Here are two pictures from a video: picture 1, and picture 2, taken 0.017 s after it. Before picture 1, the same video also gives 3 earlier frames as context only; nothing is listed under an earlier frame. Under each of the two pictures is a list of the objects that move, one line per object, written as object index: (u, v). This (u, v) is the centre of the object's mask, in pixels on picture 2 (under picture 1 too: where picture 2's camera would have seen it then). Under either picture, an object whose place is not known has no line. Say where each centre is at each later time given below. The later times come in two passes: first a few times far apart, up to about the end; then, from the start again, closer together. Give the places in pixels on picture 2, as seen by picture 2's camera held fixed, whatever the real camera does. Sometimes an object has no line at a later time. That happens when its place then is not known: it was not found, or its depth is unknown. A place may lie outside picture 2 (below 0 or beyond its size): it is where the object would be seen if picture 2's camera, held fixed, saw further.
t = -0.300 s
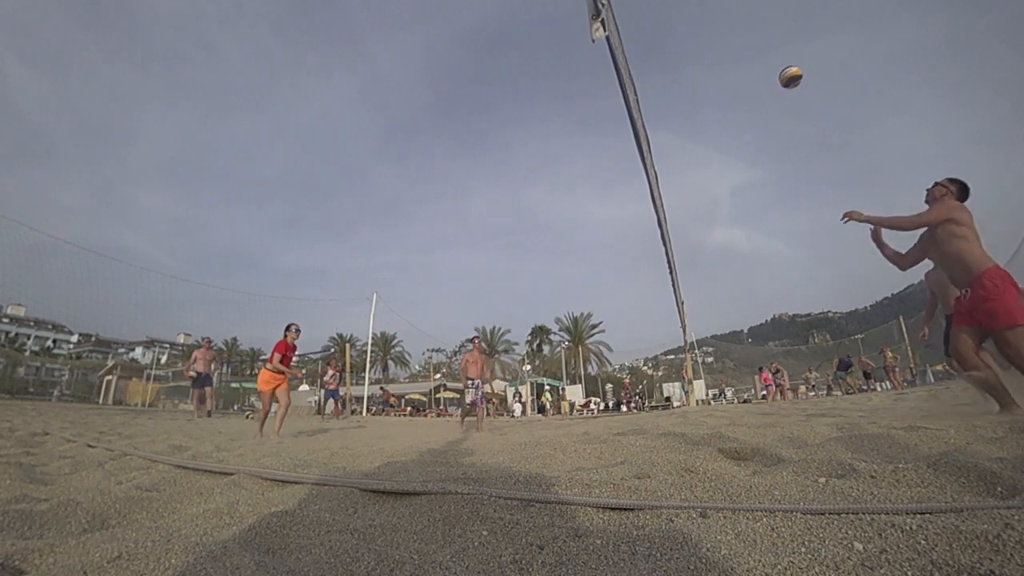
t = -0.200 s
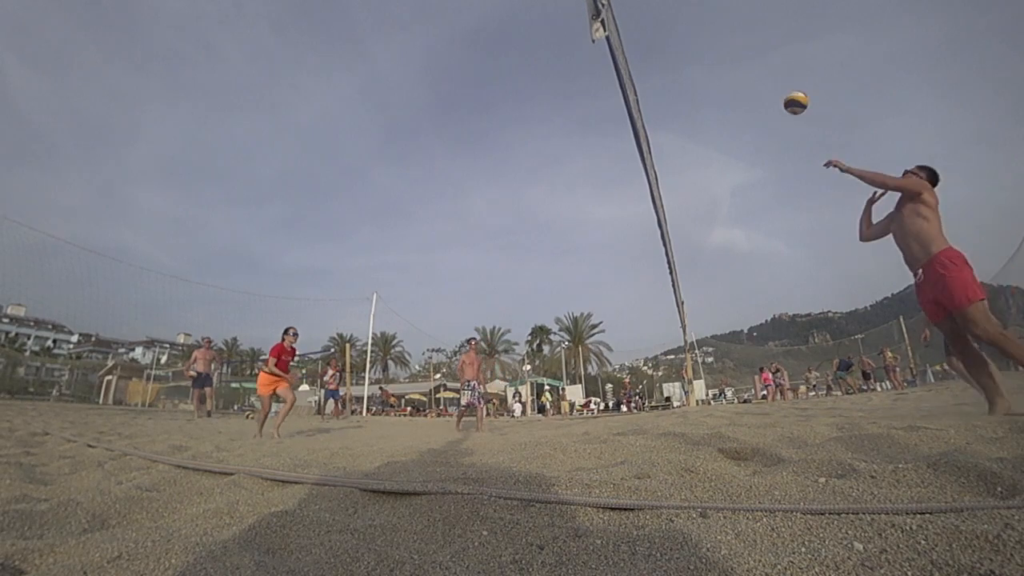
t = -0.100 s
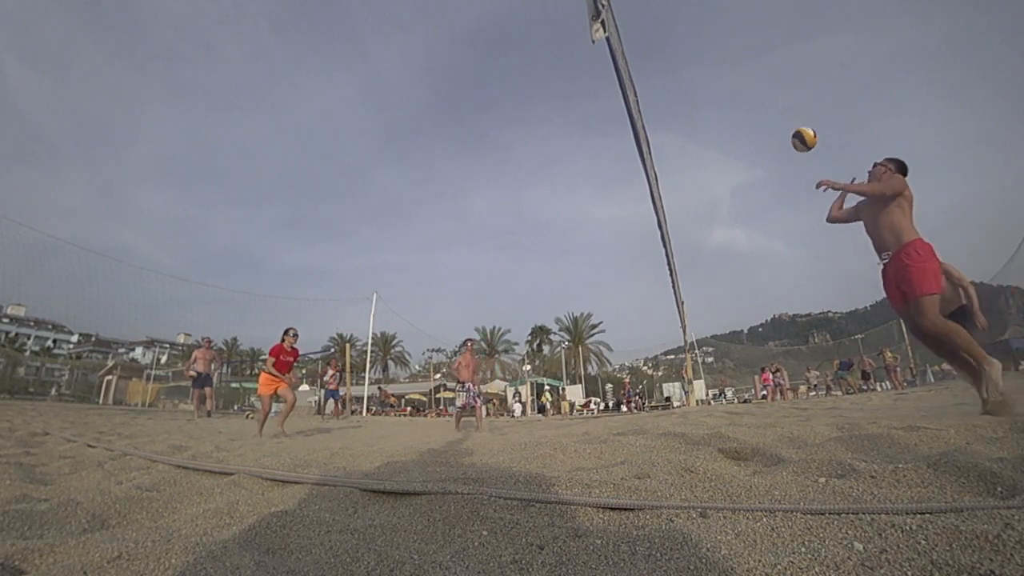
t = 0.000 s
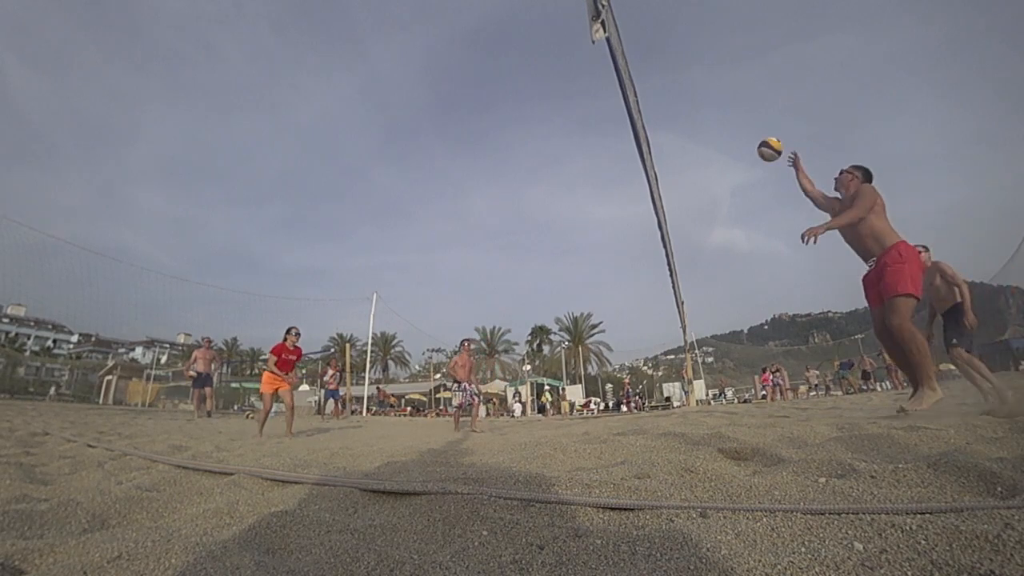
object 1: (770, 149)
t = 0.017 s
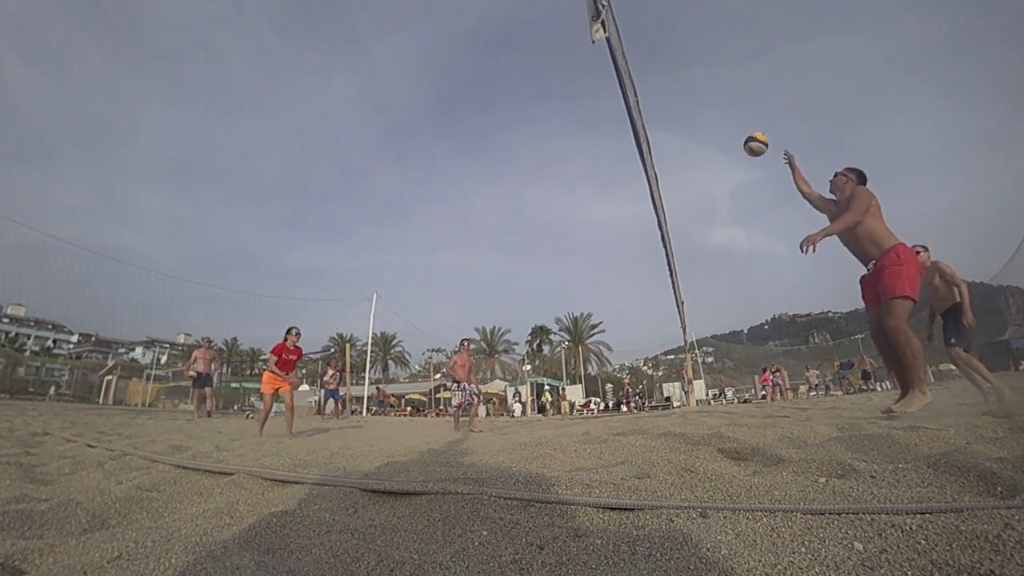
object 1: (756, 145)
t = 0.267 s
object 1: (596, 115)
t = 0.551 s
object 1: (483, 141)
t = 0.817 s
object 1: (407, 199)
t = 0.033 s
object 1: (742, 140)
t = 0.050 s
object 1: (730, 136)
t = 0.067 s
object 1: (717, 133)
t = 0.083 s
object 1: (705, 129)
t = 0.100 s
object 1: (694, 127)
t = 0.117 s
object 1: (682, 124)
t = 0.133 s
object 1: (671, 122)
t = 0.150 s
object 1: (661, 120)
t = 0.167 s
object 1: (651, 119)
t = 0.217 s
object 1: (621, 117)
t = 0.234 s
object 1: (613, 116)
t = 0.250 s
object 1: (604, 115)
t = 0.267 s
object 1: (596, 115)
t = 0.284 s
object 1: (588, 116)
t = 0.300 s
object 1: (580, 116)
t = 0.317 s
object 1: (573, 116)
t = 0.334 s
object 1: (566, 117)
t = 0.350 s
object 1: (558, 118)
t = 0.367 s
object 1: (551, 119)
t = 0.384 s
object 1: (544, 121)
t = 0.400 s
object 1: (537, 122)
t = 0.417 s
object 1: (531, 124)
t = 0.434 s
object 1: (524, 126)
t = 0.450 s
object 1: (518, 127)
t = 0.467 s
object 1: (512, 128)
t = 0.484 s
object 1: (506, 131)
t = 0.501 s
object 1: (500, 133)
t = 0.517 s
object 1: (494, 136)
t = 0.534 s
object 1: (489, 138)
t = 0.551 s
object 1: (483, 141)
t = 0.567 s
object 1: (478, 144)
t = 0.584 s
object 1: (472, 147)
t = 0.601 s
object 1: (467, 149)
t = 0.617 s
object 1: (462, 152)
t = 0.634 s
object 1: (457, 156)
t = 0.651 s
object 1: (452, 159)
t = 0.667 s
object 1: (447, 163)
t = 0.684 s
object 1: (443, 166)
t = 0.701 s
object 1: (438, 170)
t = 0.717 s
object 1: (433, 174)
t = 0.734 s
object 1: (429, 178)
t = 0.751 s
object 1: (425, 182)
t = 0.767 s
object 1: (420, 186)
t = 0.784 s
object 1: (416, 190)
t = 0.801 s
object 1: (411, 195)
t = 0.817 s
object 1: (407, 199)
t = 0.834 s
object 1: (403, 204)
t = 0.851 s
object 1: (398, 208)
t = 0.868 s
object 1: (394, 212)
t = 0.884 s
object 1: (390, 218)
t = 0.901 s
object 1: (386, 222)
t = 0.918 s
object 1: (382, 228)
